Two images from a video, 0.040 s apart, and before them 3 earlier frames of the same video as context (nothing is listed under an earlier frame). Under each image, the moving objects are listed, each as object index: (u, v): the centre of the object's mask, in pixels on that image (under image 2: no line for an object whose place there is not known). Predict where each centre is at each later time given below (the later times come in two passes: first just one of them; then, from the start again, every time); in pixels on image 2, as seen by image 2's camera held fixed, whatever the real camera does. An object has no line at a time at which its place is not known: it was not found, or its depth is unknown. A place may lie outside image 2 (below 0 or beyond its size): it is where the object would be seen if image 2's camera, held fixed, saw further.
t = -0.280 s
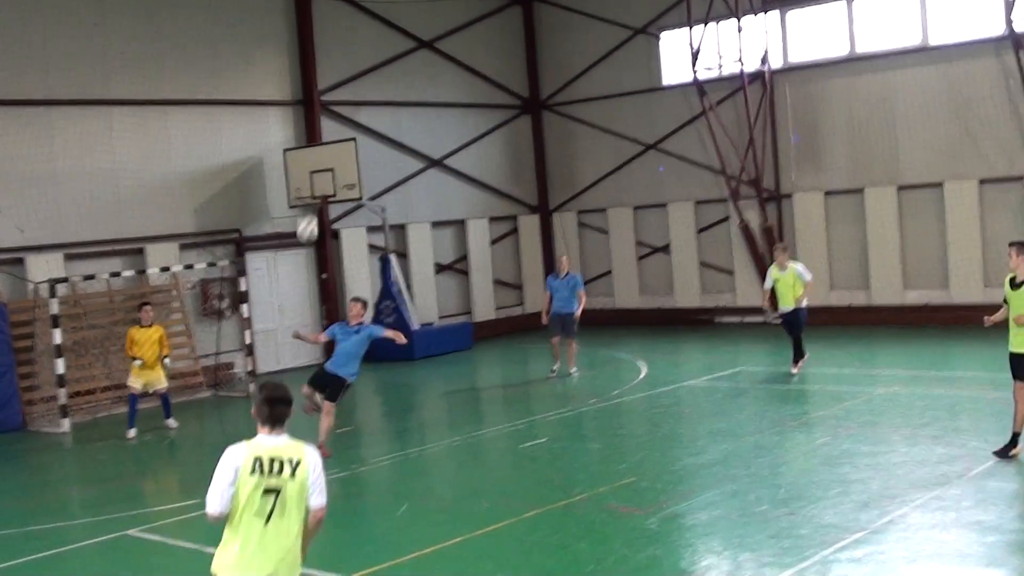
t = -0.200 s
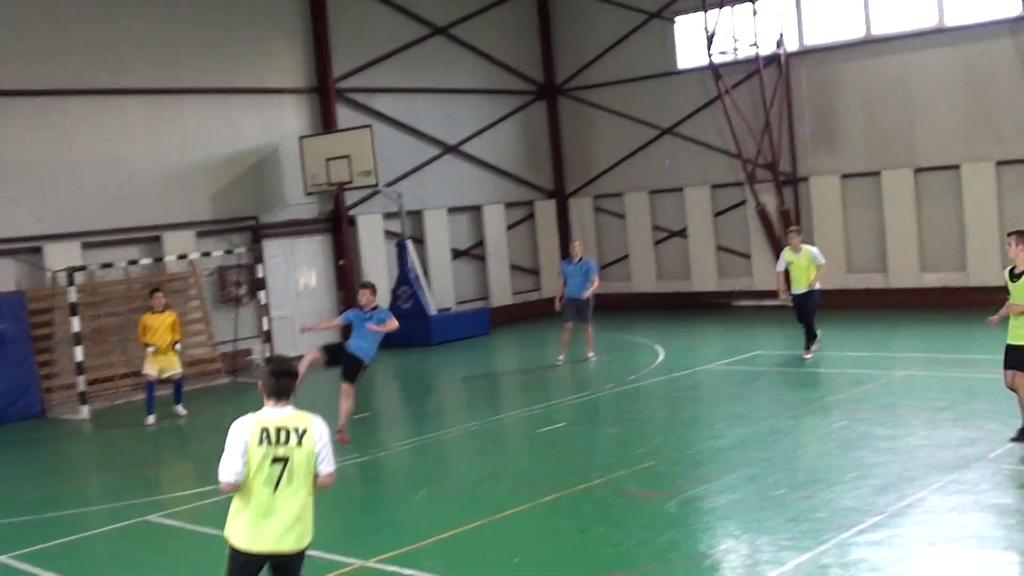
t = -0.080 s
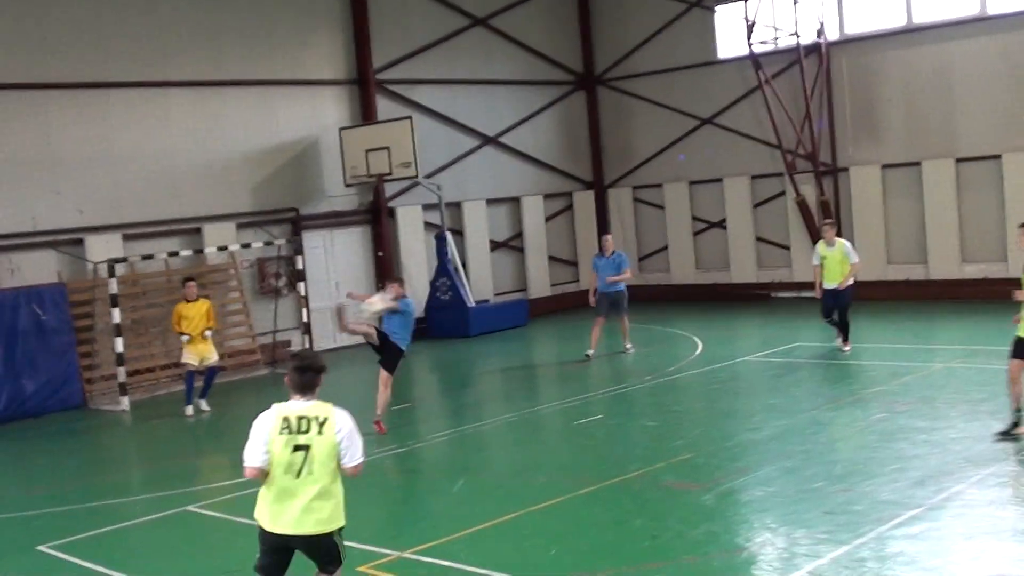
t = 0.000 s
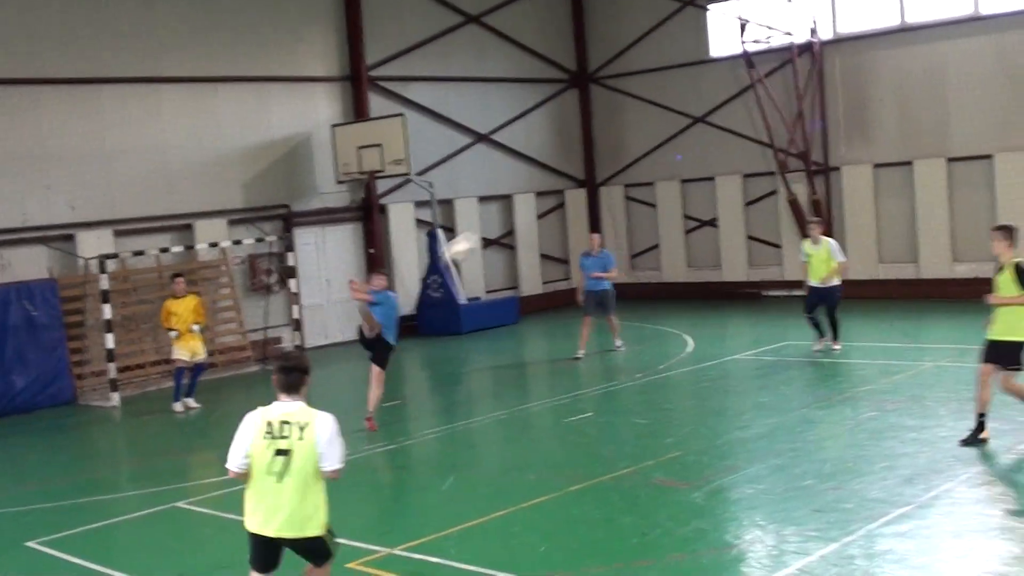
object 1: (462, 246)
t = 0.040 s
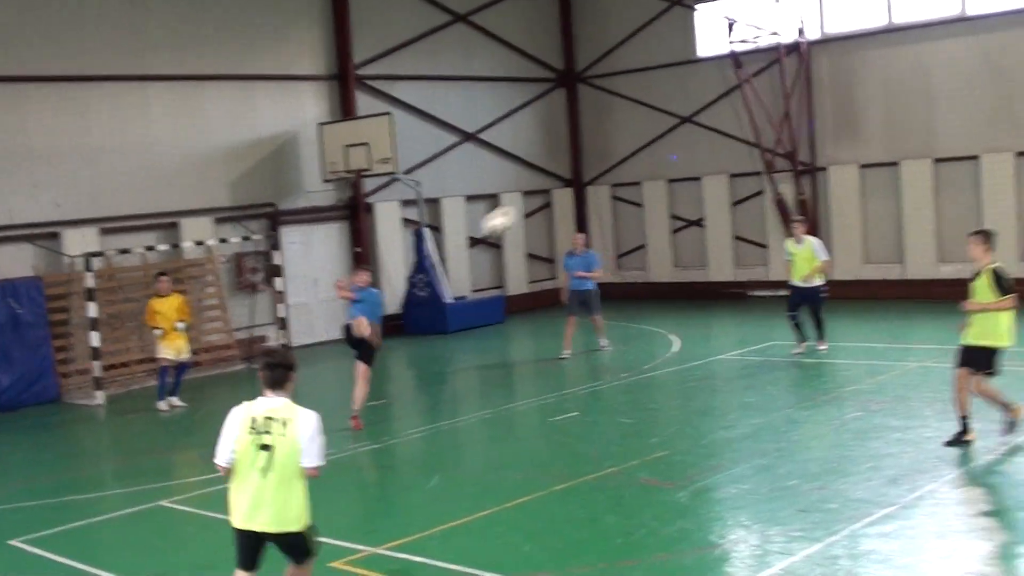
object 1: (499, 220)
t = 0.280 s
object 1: (903, 82)
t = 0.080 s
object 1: (553, 195)
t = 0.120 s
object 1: (613, 171)
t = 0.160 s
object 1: (675, 148)
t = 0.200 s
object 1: (746, 125)
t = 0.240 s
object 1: (821, 103)
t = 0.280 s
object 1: (903, 82)
